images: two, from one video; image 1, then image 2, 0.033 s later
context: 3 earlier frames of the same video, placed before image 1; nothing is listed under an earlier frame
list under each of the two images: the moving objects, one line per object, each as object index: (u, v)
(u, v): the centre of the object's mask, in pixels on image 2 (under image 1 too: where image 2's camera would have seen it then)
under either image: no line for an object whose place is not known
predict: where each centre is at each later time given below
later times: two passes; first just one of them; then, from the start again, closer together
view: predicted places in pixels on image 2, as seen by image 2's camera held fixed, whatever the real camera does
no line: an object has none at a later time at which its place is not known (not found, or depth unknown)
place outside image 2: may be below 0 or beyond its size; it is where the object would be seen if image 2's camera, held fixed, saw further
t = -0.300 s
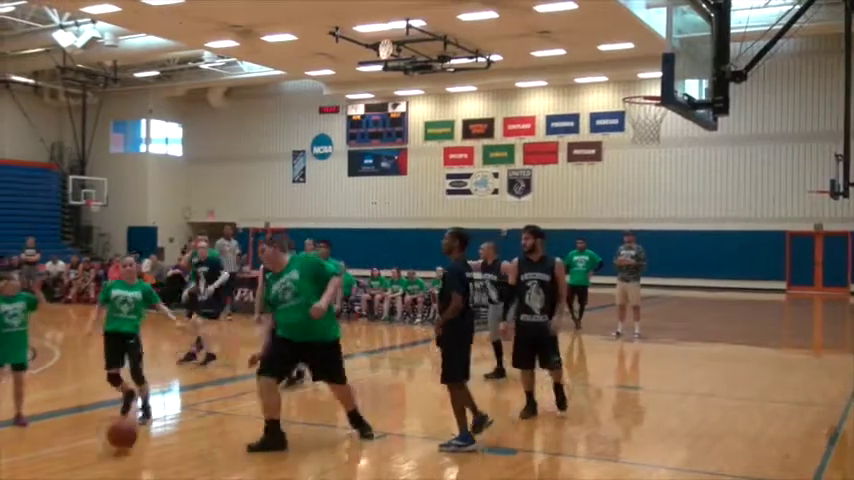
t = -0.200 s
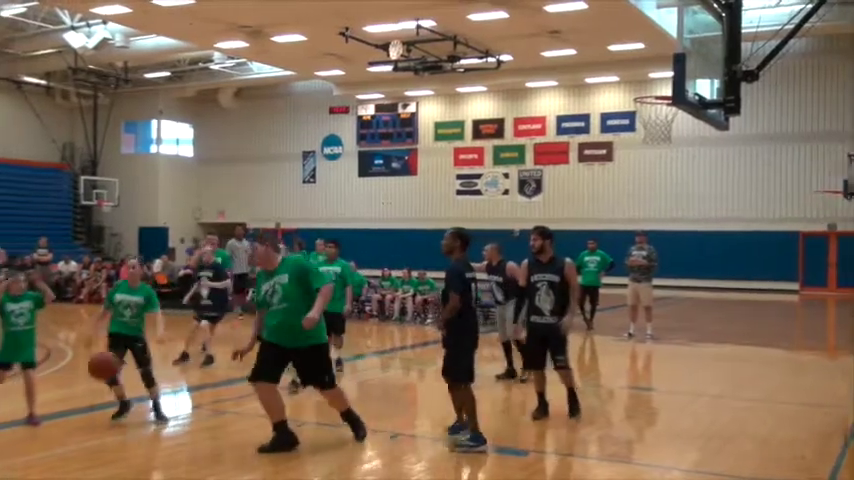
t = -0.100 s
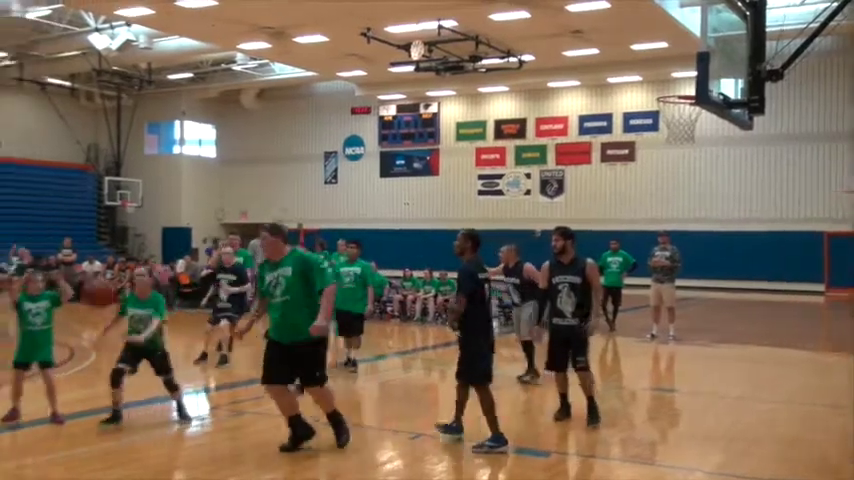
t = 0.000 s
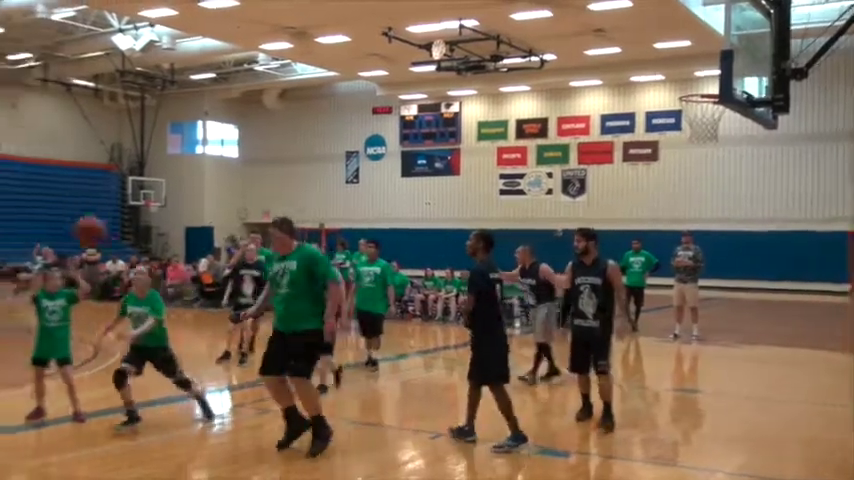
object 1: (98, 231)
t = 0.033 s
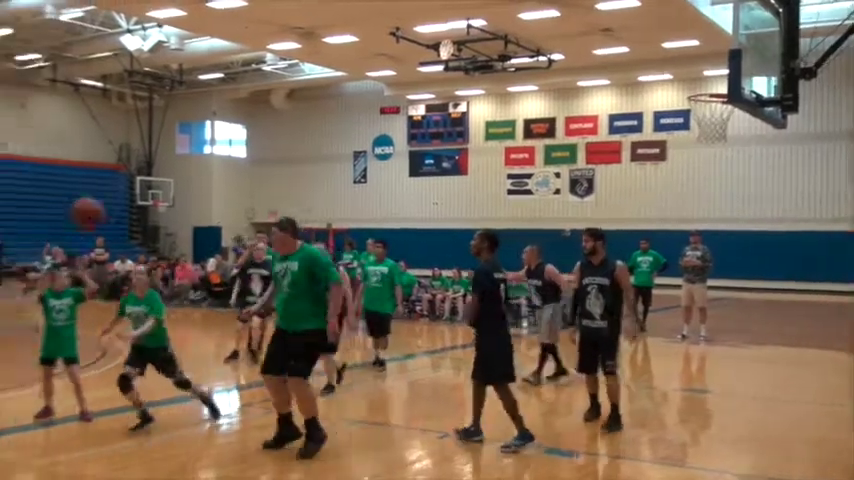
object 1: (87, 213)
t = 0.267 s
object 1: (11, 126)
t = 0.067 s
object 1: (78, 197)
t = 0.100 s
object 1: (67, 181)
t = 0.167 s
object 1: (41, 155)
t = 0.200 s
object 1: (31, 144)
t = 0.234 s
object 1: (22, 135)
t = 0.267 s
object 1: (11, 126)
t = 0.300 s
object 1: (-4, 118)
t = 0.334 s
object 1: (-12, 112)
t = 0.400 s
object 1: (-35, 105)
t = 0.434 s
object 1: (-48, 104)
